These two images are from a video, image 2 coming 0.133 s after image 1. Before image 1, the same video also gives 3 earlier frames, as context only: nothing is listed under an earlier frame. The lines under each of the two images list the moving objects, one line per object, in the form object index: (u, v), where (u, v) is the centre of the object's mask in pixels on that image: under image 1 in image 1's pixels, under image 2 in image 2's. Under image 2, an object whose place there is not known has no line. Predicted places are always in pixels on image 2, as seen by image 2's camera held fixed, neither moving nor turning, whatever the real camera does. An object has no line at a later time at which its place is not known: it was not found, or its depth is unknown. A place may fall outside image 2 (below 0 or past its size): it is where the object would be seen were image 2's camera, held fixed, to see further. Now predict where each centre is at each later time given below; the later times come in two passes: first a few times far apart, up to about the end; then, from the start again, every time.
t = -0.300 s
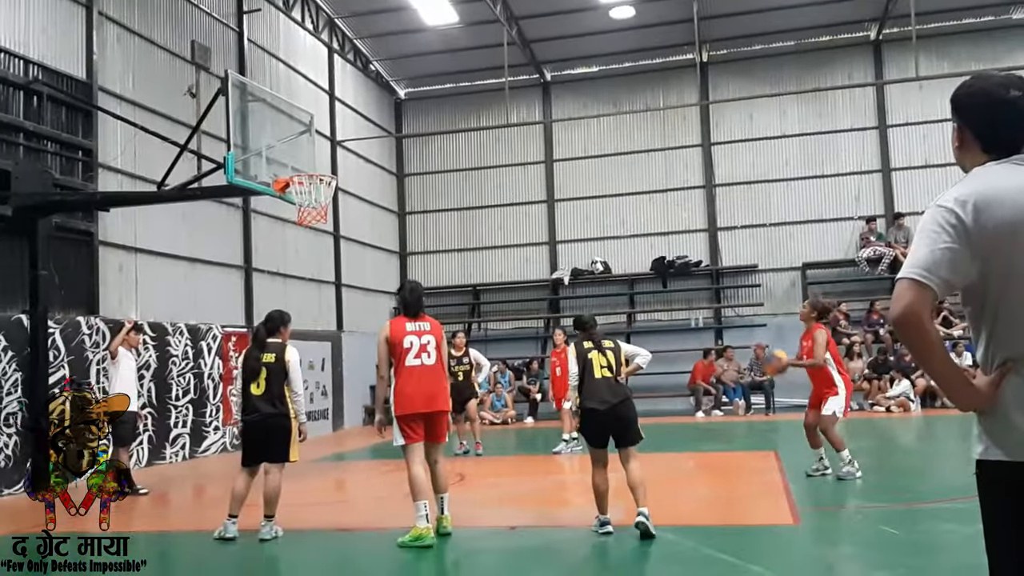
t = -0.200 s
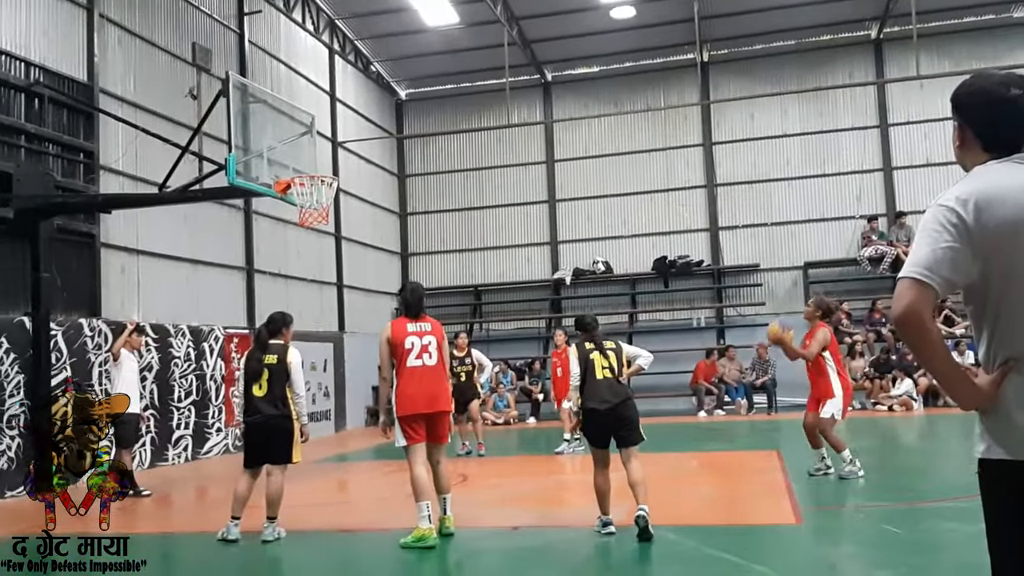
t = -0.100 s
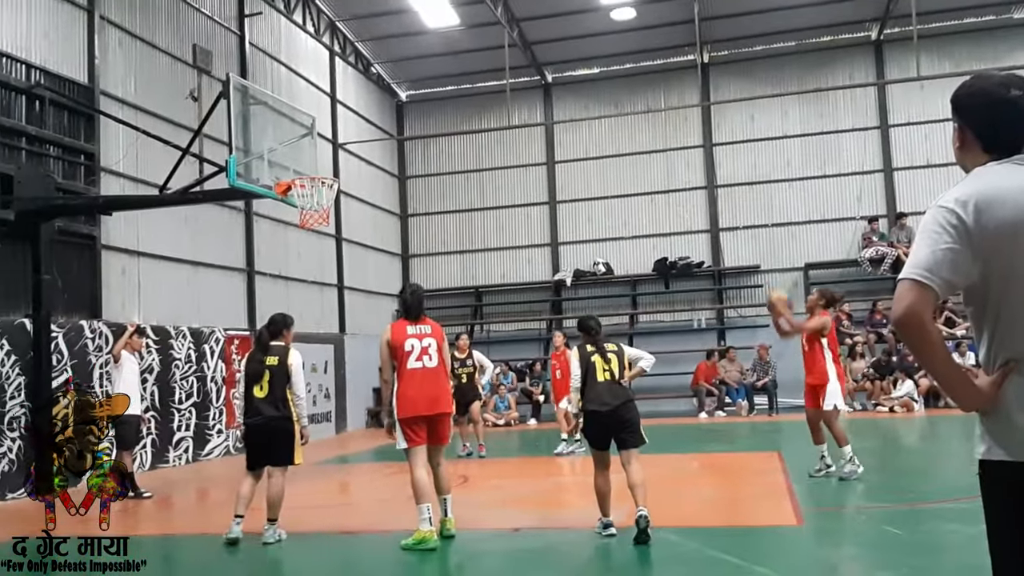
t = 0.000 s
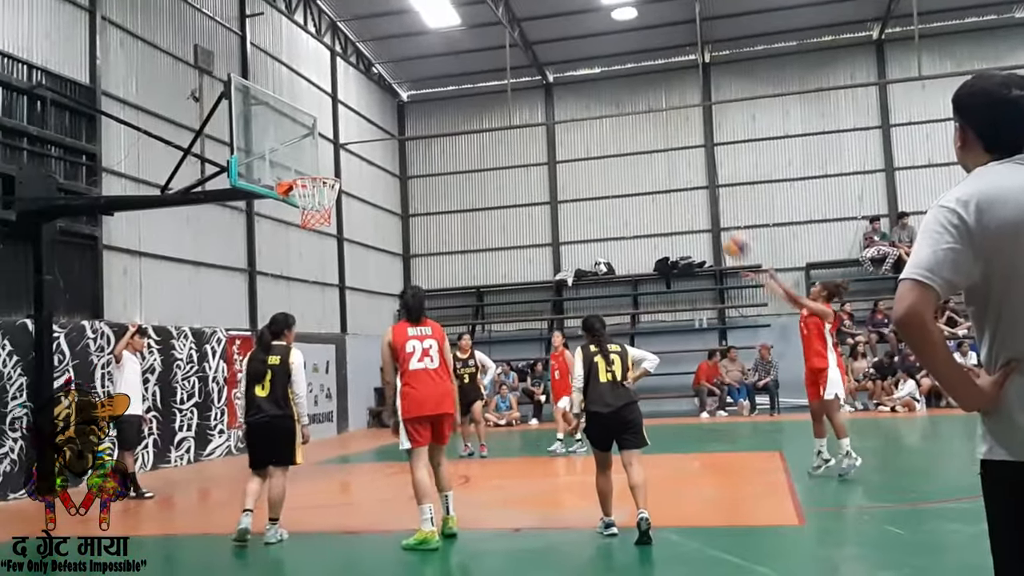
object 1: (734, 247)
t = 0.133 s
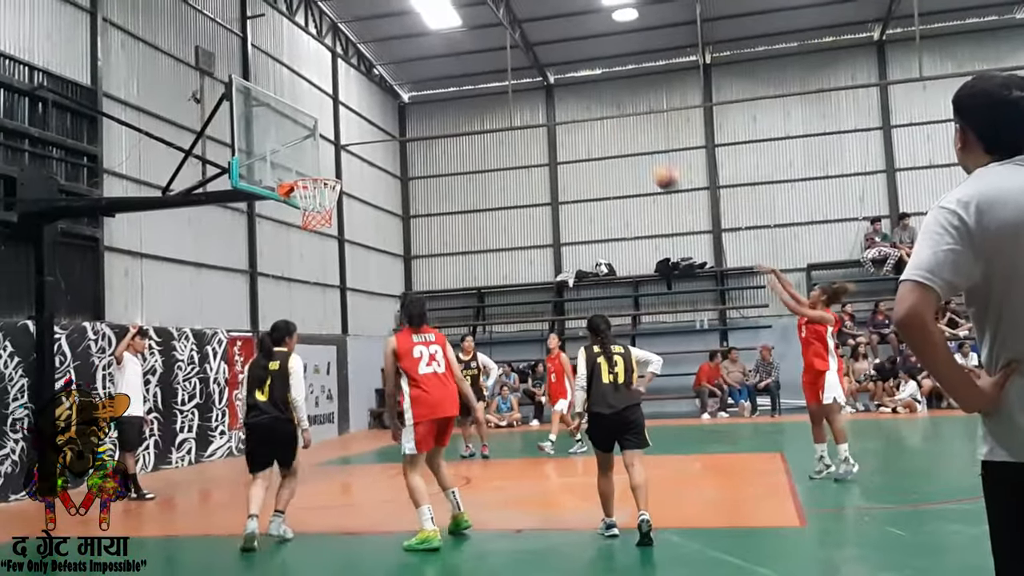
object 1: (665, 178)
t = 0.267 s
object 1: (603, 130)
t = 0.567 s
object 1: (473, 90)
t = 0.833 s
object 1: (367, 128)
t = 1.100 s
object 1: (335, 200)
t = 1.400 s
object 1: (343, 195)
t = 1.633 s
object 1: (315, 237)
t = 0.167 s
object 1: (650, 165)
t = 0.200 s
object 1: (636, 152)
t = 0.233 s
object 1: (619, 141)
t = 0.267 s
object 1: (603, 130)
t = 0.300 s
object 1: (588, 120)
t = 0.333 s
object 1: (573, 113)
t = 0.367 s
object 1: (558, 106)
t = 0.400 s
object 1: (544, 101)
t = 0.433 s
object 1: (528, 96)
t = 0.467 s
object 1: (514, 93)
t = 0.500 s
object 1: (500, 91)
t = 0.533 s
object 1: (486, 90)
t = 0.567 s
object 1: (473, 90)
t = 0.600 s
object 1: (460, 91)
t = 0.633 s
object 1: (446, 93)
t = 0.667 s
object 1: (431, 96)
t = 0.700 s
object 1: (417, 100)
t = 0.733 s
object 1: (404, 106)
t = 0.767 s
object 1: (392, 112)
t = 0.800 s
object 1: (380, 119)
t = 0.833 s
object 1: (367, 128)
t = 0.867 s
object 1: (355, 137)
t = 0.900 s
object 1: (343, 148)
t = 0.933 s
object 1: (331, 160)
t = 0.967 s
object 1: (317, 171)
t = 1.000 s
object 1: (305, 185)
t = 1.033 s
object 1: (315, 190)
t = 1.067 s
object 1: (328, 199)
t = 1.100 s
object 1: (335, 200)
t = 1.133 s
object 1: (340, 198)
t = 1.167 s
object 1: (344, 194)
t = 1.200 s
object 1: (345, 190)
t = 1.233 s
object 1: (344, 187)
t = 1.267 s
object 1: (344, 186)
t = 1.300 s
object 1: (346, 187)
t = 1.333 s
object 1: (346, 188)
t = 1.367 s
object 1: (345, 191)
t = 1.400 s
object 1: (343, 195)
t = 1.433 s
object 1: (341, 199)
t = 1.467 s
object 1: (339, 205)
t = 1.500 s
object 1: (334, 210)
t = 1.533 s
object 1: (328, 215)
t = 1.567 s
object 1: (323, 220)
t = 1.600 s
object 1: (319, 224)
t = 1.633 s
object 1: (315, 237)
